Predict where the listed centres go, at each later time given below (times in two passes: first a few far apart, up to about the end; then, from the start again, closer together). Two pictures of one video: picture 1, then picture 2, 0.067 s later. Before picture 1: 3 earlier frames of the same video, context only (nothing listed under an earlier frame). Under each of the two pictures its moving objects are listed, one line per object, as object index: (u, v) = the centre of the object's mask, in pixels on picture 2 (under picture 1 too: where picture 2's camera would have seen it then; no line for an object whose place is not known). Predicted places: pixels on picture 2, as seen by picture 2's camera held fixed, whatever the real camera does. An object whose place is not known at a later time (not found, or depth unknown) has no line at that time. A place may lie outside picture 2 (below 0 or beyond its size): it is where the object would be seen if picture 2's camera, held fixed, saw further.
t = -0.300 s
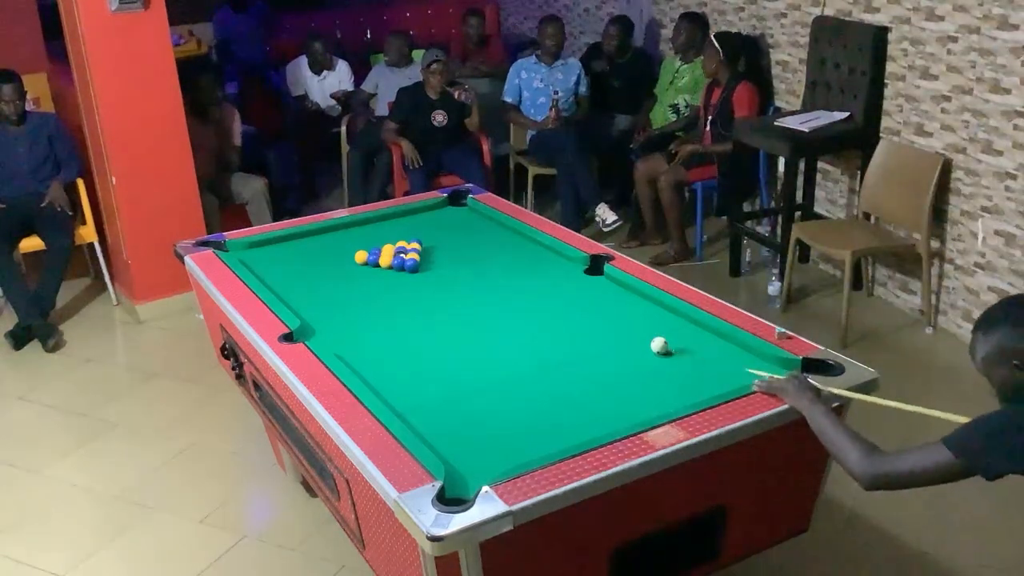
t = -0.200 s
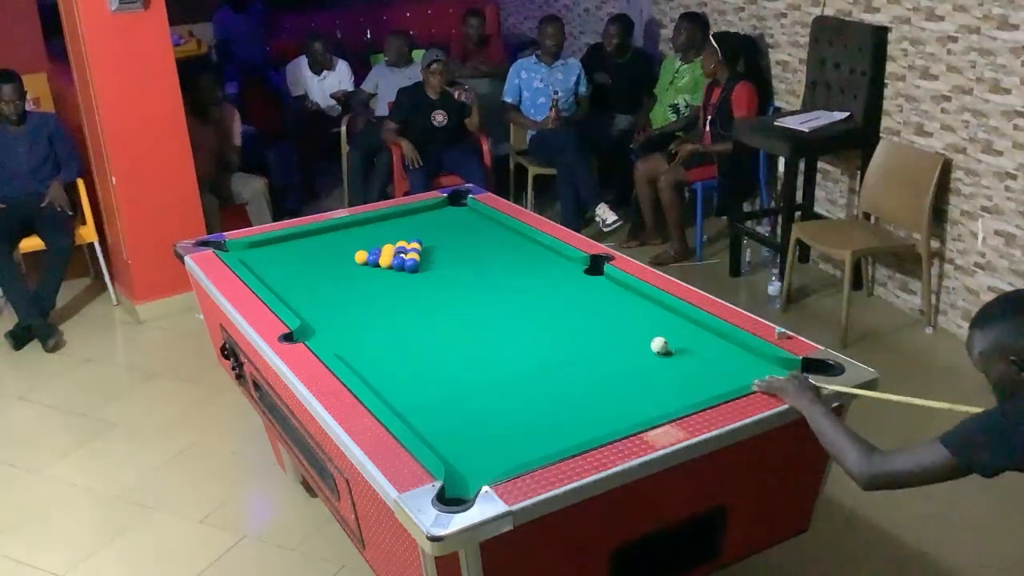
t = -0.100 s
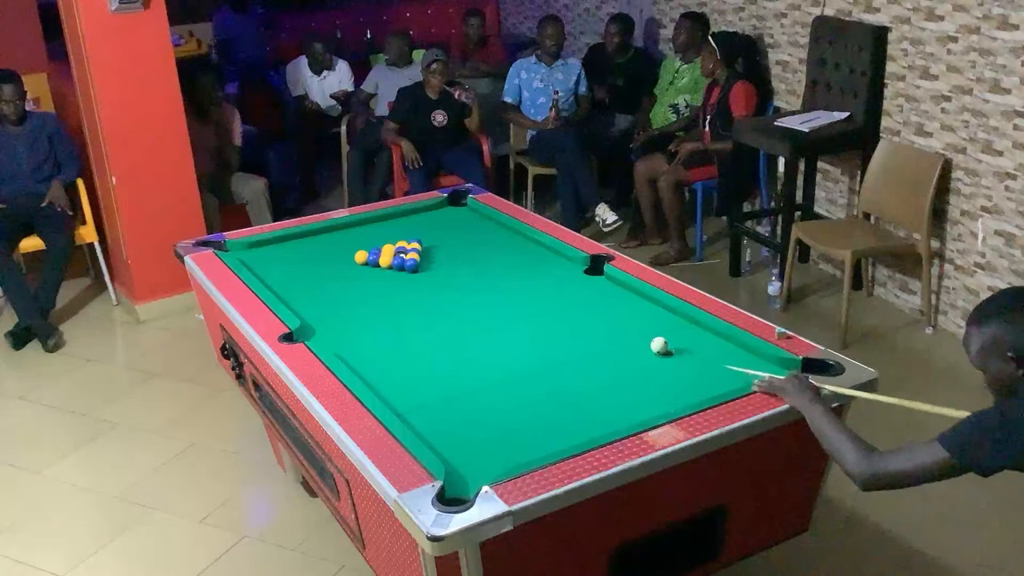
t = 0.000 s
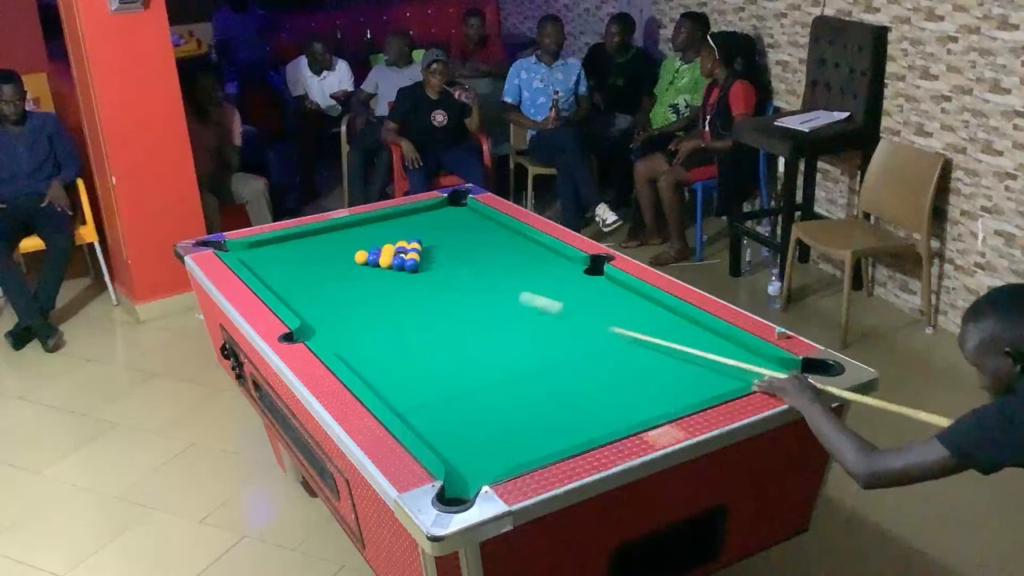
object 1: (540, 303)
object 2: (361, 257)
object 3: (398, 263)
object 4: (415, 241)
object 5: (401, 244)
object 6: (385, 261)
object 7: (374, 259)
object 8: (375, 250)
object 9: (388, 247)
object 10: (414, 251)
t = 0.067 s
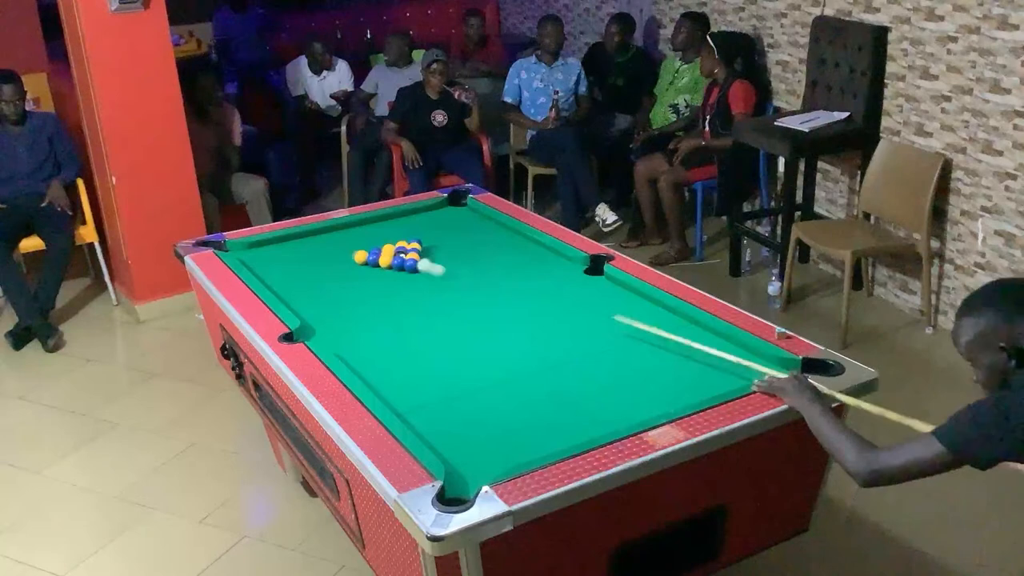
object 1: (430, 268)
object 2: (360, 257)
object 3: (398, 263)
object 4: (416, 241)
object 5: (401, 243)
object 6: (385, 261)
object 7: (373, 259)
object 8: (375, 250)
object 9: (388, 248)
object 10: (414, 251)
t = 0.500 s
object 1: (464, 263)
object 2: (319, 281)
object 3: (317, 319)
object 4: (449, 212)
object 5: (434, 218)
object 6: (318, 302)
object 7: (308, 293)
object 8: (383, 220)
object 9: (398, 215)
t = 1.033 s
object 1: (310, 295)
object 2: (540, 336)
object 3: (362, 333)
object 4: (482, 233)
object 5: (508, 234)
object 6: (359, 315)
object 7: (361, 304)
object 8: (437, 226)
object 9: (460, 220)
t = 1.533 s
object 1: (342, 277)
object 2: (732, 354)
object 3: (405, 351)
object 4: (484, 259)
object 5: (520, 262)
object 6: (413, 319)
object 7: (442, 306)
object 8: (485, 233)
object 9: (497, 228)
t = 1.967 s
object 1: (380, 259)
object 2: (602, 325)
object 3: (441, 366)
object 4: (485, 283)
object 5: (531, 287)
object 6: (454, 321)
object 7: (506, 306)
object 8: (506, 246)
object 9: (513, 233)
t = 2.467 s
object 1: (374, 258)
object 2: (494, 336)
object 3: (481, 381)
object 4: (488, 311)
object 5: (570, 292)
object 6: (477, 321)
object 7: (536, 303)
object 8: (527, 262)
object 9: (518, 240)
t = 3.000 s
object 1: (370, 258)
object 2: (446, 385)
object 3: (520, 394)
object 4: (512, 328)
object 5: (606, 284)
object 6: (427, 324)
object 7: (536, 301)
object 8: (546, 278)
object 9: (518, 246)
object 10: (450, 250)
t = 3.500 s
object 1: (370, 258)
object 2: (432, 425)
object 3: (551, 406)
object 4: (536, 341)
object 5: (585, 292)
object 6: (384, 328)
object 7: (536, 301)
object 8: (563, 291)
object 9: (515, 251)
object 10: (455, 249)
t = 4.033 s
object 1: (370, 258)
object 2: (516, 438)
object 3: (572, 417)
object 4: (558, 351)
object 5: (585, 301)
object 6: (347, 330)
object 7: (535, 301)
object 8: (556, 302)
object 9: (511, 254)
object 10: (455, 249)
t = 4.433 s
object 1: (370, 258)
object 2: (565, 438)
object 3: (581, 424)
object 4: (571, 357)
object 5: (588, 306)
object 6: (325, 330)
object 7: (535, 300)
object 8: (549, 308)
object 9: (509, 255)
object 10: (454, 249)
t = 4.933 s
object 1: (370, 258)
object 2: (560, 428)
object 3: (604, 421)
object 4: (585, 361)
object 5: (590, 309)
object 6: (307, 330)
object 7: (535, 297)
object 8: (543, 312)
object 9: (509, 255)
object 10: (454, 249)
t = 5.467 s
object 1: (370, 258)
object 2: (553, 423)
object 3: (622, 416)
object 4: (595, 363)
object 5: (591, 310)
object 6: (313, 330)
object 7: (535, 299)
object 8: (537, 315)
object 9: (509, 255)
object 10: (454, 249)
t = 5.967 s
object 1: (369, 258)
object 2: (551, 422)
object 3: (628, 415)
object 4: (596, 364)
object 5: (592, 310)
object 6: (317, 329)
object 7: (535, 299)
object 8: (536, 315)
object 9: (509, 255)
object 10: (455, 249)
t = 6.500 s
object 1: (369, 258)
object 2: (551, 422)
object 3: (628, 415)
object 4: (596, 364)
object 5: (592, 310)
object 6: (317, 328)
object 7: (535, 299)
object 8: (536, 315)
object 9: (509, 255)
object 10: (455, 249)
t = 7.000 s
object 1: (369, 258)
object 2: (551, 422)
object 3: (628, 415)
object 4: (596, 364)
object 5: (592, 310)
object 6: (317, 328)
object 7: (535, 299)
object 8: (536, 315)
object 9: (509, 255)
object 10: (454, 249)
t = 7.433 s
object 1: (369, 258)
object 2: (551, 422)
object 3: (628, 415)
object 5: (592, 310)
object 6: (317, 328)
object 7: (535, 299)
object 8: (536, 315)
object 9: (509, 255)
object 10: (454, 249)
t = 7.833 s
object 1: (369, 258)
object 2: (551, 422)
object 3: (628, 414)
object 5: (592, 310)
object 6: (317, 328)
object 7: (536, 299)
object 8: (537, 314)
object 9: (508, 255)
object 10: (454, 249)
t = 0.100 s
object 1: (436, 255)
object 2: (337, 253)
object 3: (391, 267)
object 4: (416, 239)
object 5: (402, 241)
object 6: (379, 263)
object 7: (368, 261)
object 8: (376, 250)
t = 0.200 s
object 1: (486, 238)
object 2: (262, 243)
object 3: (365, 283)
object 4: (420, 227)
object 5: (404, 228)
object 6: (363, 272)
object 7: (351, 270)
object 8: (378, 241)
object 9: (392, 237)
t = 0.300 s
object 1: (524, 240)
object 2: (248, 262)
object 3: (341, 297)
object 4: (423, 215)
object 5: (404, 216)
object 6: (349, 283)
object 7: (337, 277)
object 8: (380, 234)
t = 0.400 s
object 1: (494, 253)
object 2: (283, 272)
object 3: (317, 311)
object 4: (430, 210)
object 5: (416, 214)
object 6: (334, 293)
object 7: (323, 285)
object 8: (382, 227)
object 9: (397, 222)
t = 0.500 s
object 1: (464, 263)
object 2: (319, 281)
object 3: (317, 319)
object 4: (449, 212)
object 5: (434, 218)
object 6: (318, 302)
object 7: (308, 293)
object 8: (383, 220)
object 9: (398, 215)
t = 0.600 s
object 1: (436, 270)
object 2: (356, 290)
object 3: (332, 320)
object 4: (466, 214)
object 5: (451, 220)
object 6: (302, 312)
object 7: (292, 301)
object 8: (392, 219)
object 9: (409, 215)
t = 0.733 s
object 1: (398, 278)
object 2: (408, 303)
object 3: (336, 322)
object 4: (482, 217)
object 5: (474, 223)
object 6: (321, 316)
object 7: (310, 304)
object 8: (406, 221)
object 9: (425, 217)
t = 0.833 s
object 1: (369, 284)
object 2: (450, 313)
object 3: (344, 325)
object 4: (479, 224)
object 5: (491, 226)
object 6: (334, 315)
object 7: (326, 304)
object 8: (416, 223)
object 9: (437, 218)
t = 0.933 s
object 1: (340, 290)
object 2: (493, 324)
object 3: (353, 329)
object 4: (482, 228)
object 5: (505, 229)
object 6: (347, 314)
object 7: (343, 304)
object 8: (427, 224)
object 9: (448, 219)
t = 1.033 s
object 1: (310, 295)
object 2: (540, 336)
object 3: (362, 333)
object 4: (482, 233)
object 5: (508, 234)
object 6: (359, 315)
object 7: (361, 304)
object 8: (437, 226)
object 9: (460, 220)
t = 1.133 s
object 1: (286, 298)
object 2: (588, 349)
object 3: (370, 336)
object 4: (482, 238)
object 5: (510, 239)
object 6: (370, 316)
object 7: (379, 306)
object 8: (447, 227)
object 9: (471, 221)
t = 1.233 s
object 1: (301, 293)
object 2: (641, 362)
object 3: (379, 340)
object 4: (483, 244)
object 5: (513, 245)
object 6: (381, 317)
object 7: (394, 307)
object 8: (457, 229)
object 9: (482, 222)
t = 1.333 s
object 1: (315, 287)
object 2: (696, 376)
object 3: (387, 343)
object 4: (484, 249)
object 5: (515, 250)
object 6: (392, 317)
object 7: (410, 307)
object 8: (467, 229)
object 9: (493, 223)
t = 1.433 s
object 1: (329, 282)
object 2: (735, 377)
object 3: (396, 347)
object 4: (484, 254)
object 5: (518, 256)
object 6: (402, 318)
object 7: (427, 307)
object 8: (477, 231)
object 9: (495, 226)
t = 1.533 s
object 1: (342, 277)
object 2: (732, 354)
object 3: (405, 351)
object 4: (484, 259)
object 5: (520, 262)
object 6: (413, 319)
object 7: (442, 306)
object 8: (485, 233)
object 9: (497, 228)
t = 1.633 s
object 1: (354, 272)
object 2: (710, 342)
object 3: (413, 354)
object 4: (484, 265)
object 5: (523, 267)
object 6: (423, 319)
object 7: (457, 306)
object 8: (490, 236)
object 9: (501, 229)
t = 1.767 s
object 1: (370, 265)
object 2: (665, 335)
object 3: (424, 359)
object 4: (485, 272)
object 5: (526, 275)
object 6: (436, 320)
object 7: (477, 306)
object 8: (497, 240)
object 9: (507, 231)
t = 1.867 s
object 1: (381, 261)
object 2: (633, 330)
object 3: (433, 362)
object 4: (485, 278)
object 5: (529, 281)
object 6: (445, 321)
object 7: (492, 306)
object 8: (501, 243)
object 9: (511, 232)
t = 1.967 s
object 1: (380, 259)
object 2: (602, 325)
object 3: (441, 366)
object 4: (485, 283)
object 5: (531, 287)
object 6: (454, 321)
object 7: (506, 306)
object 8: (506, 246)
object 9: (513, 233)
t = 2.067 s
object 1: (378, 259)
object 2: (573, 320)
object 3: (449, 369)
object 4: (485, 289)
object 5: (534, 292)
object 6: (463, 322)
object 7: (520, 306)
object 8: (510, 249)
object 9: (515, 234)
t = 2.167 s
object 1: (377, 259)
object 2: (544, 316)
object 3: (457, 372)
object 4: (485, 295)
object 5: (539, 295)
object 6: (471, 322)
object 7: (531, 305)
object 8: (514, 252)
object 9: (516, 236)
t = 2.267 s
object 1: (376, 258)
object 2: (521, 321)
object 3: (465, 375)
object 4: (486, 300)
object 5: (548, 296)
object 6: (479, 323)
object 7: (535, 304)
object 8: (519, 256)
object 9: (517, 237)
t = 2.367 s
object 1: (375, 258)
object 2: (501, 327)
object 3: (474, 378)
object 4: (486, 306)
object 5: (559, 294)
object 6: (484, 323)
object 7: (535, 303)
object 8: (523, 259)
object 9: (518, 239)
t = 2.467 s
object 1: (374, 258)
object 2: (494, 336)
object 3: (481, 381)
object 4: (488, 311)
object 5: (570, 292)
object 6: (477, 321)
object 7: (536, 303)
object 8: (527, 262)
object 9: (518, 240)
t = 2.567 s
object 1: (373, 258)
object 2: (486, 345)
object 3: (489, 383)
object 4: (490, 317)
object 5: (580, 289)
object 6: (468, 321)
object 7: (536, 302)
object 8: (531, 265)
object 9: (518, 241)
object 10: (440, 252)
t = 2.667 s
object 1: (372, 258)
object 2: (477, 354)
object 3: (497, 386)
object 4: (496, 319)
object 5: (590, 287)
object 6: (458, 322)
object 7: (536, 302)
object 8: (534, 268)
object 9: (519, 242)
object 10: (443, 251)
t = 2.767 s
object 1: (372, 258)
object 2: (467, 363)
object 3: (504, 389)
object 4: (501, 322)
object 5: (600, 284)
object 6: (449, 323)
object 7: (536, 302)
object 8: (538, 271)
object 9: (519, 243)
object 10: (445, 251)
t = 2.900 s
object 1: (371, 258)
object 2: (455, 376)
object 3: (514, 392)
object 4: (507, 326)
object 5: (610, 282)
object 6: (436, 324)
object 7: (536, 301)
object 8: (543, 275)
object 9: (518, 245)
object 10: (448, 250)
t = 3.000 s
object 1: (370, 258)
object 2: (446, 385)
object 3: (520, 394)
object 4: (512, 328)
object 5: (606, 284)
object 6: (427, 324)
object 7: (536, 301)
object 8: (546, 278)
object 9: (518, 246)
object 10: (450, 250)
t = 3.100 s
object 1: (370, 258)
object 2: (436, 396)
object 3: (527, 397)
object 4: (517, 331)
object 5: (603, 285)
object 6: (418, 325)
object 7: (536, 301)
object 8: (549, 280)
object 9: (517, 247)
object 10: (451, 250)
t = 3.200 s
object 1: (370, 258)
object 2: (426, 405)
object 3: (533, 399)
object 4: (522, 334)
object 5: (598, 287)
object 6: (409, 326)
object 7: (536, 301)
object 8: (553, 283)
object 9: (517, 248)
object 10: (453, 250)
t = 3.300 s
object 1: (370, 258)
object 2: (416, 416)
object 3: (540, 401)
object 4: (527, 336)
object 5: (594, 289)
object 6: (400, 326)
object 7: (536, 301)
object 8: (556, 286)
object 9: (516, 249)
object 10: (454, 249)
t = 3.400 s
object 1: (370, 258)
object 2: (417, 423)
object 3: (545, 404)
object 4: (532, 339)
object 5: (589, 290)
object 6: (392, 327)
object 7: (536, 301)
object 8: (559, 288)
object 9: (516, 250)
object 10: (454, 249)
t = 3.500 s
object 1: (370, 258)
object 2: (432, 425)
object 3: (551, 406)
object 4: (536, 341)
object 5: (585, 292)
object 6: (384, 328)
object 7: (536, 301)
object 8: (563, 291)
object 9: (515, 251)
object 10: (455, 249)
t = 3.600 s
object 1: (370, 258)
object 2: (448, 428)
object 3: (556, 408)
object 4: (541, 343)
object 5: (582, 293)
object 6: (377, 328)
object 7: (536, 301)
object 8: (565, 294)
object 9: (514, 252)
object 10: (455, 249)
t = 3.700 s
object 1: (370, 258)
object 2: (464, 431)
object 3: (560, 410)
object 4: (545, 345)
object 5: (582, 295)
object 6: (369, 329)
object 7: (536, 301)
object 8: (563, 296)
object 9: (513, 252)
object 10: (455, 249)
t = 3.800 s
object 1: (370, 258)
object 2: (480, 433)
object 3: (564, 412)
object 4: (549, 347)
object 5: (583, 297)
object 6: (362, 329)
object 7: (536, 301)
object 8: (561, 298)
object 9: (513, 253)
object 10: (455, 249)
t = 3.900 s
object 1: (370, 258)
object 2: (496, 435)
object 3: (568, 414)
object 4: (553, 349)
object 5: (584, 299)
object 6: (356, 329)
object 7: (536, 301)
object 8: (559, 300)
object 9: (512, 253)
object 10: (455, 249)
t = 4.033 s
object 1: (370, 258)
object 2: (516, 438)
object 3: (572, 417)
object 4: (558, 351)
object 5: (585, 301)
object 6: (347, 330)
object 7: (535, 301)
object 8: (556, 302)
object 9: (511, 254)
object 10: (455, 249)
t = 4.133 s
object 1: (370, 258)
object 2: (532, 441)
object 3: (575, 419)
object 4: (561, 353)
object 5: (586, 302)
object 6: (341, 330)
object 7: (535, 301)
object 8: (554, 303)
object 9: (511, 254)
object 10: (454, 249)
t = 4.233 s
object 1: (370, 258)
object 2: (547, 442)
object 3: (578, 421)
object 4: (565, 355)
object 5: (587, 303)
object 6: (336, 330)
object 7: (535, 301)
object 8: (553, 305)
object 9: (510, 255)
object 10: (454, 249)
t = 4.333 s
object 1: (370, 258)
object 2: (560, 442)
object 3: (580, 422)
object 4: (568, 356)
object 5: (587, 304)
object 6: (330, 330)
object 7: (535, 301)
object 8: (551, 306)
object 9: (509, 255)
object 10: (454, 249)
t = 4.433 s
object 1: (370, 258)
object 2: (565, 438)
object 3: (581, 424)
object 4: (571, 357)
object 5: (588, 306)
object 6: (325, 330)
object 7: (535, 300)
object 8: (549, 308)
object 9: (509, 255)
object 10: (454, 249)
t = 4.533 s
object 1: (370, 258)
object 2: (567, 434)
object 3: (584, 426)
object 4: (574, 358)
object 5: (589, 307)
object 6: (320, 330)
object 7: (535, 300)
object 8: (548, 309)
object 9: (509, 255)
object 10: (454, 249)
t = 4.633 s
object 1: (370, 258)
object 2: (565, 433)
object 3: (590, 425)
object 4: (577, 359)
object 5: (589, 307)
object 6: (316, 330)
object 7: (535, 300)
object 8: (547, 310)
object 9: (509, 255)
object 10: (454, 249)
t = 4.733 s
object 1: (370, 258)
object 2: (563, 431)
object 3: (595, 423)
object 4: (580, 360)
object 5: (590, 308)
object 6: (311, 330)
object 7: (535, 298)
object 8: (545, 311)
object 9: (509, 255)
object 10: (454, 249)
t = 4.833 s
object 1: (370, 258)
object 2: (561, 430)
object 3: (600, 422)
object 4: (583, 361)
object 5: (590, 308)
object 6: (308, 330)
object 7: (536, 297)
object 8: (544, 311)
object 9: (509, 255)
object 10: (455, 249)
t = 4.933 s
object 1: (370, 258)
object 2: (560, 428)
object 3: (604, 421)
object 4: (585, 361)
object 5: (590, 309)
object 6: (307, 330)
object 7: (535, 297)
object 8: (543, 312)
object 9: (509, 255)
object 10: (454, 249)
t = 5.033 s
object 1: (370, 258)
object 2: (558, 427)
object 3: (608, 420)
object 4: (587, 362)
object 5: (590, 309)
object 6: (308, 330)
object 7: (535, 298)
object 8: (542, 313)
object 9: (509, 255)
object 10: (454, 249)
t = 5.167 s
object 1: (370, 258)
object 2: (556, 425)
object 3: (613, 419)
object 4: (590, 363)
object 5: (591, 310)
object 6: (310, 330)
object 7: (535, 299)
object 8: (540, 314)
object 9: (509, 255)
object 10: (454, 249)
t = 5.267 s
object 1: (370, 258)
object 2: (555, 424)
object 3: (617, 418)
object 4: (592, 363)
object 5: (591, 310)
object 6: (311, 330)
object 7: (535, 299)
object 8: (539, 314)
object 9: (509, 255)
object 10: (454, 249)
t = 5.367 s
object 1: (370, 258)
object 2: (553, 424)
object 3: (619, 417)
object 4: (593, 363)
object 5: (591, 310)
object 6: (313, 330)
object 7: (535, 299)
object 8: (538, 315)
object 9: (509, 255)
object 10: (454, 249)
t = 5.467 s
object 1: (370, 258)
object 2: (553, 423)
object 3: (622, 416)
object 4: (595, 363)
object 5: (591, 310)
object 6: (313, 330)
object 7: (535, 299)
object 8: (537, 315)
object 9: (509, 255)
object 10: (454, 249)
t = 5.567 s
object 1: (370, 258)
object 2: (551, 423)
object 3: (624, 416)
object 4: (595, 364)
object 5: (592, 310)
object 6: (314, 329)
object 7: (535, 299)
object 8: (536, 315)
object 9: (509, 255)
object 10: (454, 249)
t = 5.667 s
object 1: (370, 258)
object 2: (551, 422)
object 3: (625, 416)
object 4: (596, 364)
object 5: (592, 310)
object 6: (315, 329)
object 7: (535, 299)
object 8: (536, 315)
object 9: (509, 255)
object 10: (454, 249)
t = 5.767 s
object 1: (370, 258)
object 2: (551, 422)
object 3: (627, 415)
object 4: (596, 364)
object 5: (592, 310)
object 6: (316, 329)
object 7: (535, 299)
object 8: (536, 315)
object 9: (509, 255)
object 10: (454, 249)
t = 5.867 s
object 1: (369, 258)
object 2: (551, 421)
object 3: (627, 415)
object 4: (596, 364)
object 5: (591, 310)
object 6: (316, 329)
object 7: (535, 299)
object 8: (536, 315)
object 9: (509, 255)
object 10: (455, 249)
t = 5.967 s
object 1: (369, 258)
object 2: (551, 422)
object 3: (628, 415)
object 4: (596, 364)
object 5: (592, 310)
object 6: (317, 329)
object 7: (535, 299)
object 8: (536, 315)
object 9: (509, 255)
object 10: (455, 249)
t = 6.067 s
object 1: (370, 258)
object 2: (551, 422)
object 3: (628, 415)
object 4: (596, 364)
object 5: (592, 310)
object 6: (317, 328)
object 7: (535, 299)
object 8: (536, 315)
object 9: (509, 255)
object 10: (454, 249)
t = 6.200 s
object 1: (370, 258)
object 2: (551, 422)
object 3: (628, 415)
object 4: (596, 364)
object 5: (592, 310)
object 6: (317, 328)
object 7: (535, 299)
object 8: (536, 315)
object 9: (509, 255)
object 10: (454, 249)
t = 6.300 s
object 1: (370, 258)
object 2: (551, 422)
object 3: (628, 415)
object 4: (596, 364)
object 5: (592, 310)
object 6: (317, 328)
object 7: (536, 299)
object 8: (536, 315)
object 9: (509, 255)
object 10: (455, 249)
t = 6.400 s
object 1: (370, 258)
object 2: (551, 422)
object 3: (628, 415)
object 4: (596, 364)
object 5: (592, 310)
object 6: (317, 328)
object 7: (535, 299)
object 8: (536, 315)
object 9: (509, 255)
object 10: (455, 249)
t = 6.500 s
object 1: (369, 258)
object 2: (551, 422)
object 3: (628, 415)
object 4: (596, 364)
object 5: (592, 310)
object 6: (317, 328)
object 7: (535, 299)
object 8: (536, 315)
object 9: (509, 255)
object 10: (455, 249)
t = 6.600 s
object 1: (369, 258)
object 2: (551, 422)
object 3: (628, 415)
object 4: (596, 364)
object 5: (592, 310)
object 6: (317, 328)
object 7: (535, 299)
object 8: (536, 315)
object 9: (509, 255)
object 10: (455, 249)
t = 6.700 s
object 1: (370, 258)
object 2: (551, 422)
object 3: (628, 414)
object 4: (596, 364)
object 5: (592, 310)
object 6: (317, 328)
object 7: (535, 299)
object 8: (536, 315)
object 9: (509, 255)
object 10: (455, 249)
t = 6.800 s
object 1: (369, 258)
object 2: (551, 422)
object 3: (628, 414)
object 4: (596, 364)
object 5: (592, 310)
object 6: (317, 328)
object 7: (535, 299)
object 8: (536, 315)
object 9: (509, 255)
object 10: (455, 249)
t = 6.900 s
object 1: (369, 258)
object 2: (551, 422)
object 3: (628, 415)
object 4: (596, 364)
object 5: (592, 310)
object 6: (317, 328)
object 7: (535, 299)
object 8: (536, 315)
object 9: (509, 255)
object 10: (455, 249)
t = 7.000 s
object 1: (369, 258)
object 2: (551, 422)
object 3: (628, 415)
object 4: (596, 364)
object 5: (592, 310)
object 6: (317, 328)
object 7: (535, 299)
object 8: (536, 315)
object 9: (509, 255)
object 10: (454, 249)
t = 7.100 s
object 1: (369, 258)
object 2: (551, 422)
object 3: (628, 415)
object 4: (596, 364)
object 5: (592, 310)
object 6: (317, 328)
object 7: (535, 299)
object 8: (536, 315)
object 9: (509, 255)
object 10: (454, 249)
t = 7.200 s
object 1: (369, 258)
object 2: (551, 422)
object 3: (628, 415)
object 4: (596, 364)
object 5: (592, 310)
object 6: (317, 328)
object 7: (535, 299)
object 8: (536, 315)
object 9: (509, 255)
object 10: (454, 249)
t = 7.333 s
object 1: (369, 258)
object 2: (551, 422)
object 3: (628, 415)
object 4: (596, 364)
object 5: (592, 310)
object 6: (317, 328)
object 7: (535, 299)
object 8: (536, 315)
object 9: (509, 255)
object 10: (454, 249)
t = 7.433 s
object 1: (369, 258)
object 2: (551, 422)
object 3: (628, 415)
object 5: (592, 310)
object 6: (317, 328)
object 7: (535, 299)
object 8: (536, 315)
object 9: (509, 255)
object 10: (454, 249)
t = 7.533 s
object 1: (369, 258)
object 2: (551, 422)
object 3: (628, 415)
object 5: (592, 310)
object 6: (317, 328)
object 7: (535, 299)
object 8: (536, 315)
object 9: (509, 255)
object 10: (454, 249)
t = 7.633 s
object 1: (370, 258)
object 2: (551, 422)
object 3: (624, 416)
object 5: (592, 310)
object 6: (317, 328)
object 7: (535, 299)
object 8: (536, 315)
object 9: (509, 255)
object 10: (454, 249)
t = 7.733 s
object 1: (369, 258)
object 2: (551, 422)
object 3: (628, 415)
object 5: (592, 310)
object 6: (317, 328)
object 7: (535, 299)
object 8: (536, 315)
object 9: (509, 255)
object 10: (454, 249)
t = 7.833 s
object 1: (369, 258)
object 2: (551, 422)
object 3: (628, 414)
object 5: (592, 310)
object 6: (317, 328)
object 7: (536, 299)
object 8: (537, 314)
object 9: (508, 255)
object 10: (454, 249)
